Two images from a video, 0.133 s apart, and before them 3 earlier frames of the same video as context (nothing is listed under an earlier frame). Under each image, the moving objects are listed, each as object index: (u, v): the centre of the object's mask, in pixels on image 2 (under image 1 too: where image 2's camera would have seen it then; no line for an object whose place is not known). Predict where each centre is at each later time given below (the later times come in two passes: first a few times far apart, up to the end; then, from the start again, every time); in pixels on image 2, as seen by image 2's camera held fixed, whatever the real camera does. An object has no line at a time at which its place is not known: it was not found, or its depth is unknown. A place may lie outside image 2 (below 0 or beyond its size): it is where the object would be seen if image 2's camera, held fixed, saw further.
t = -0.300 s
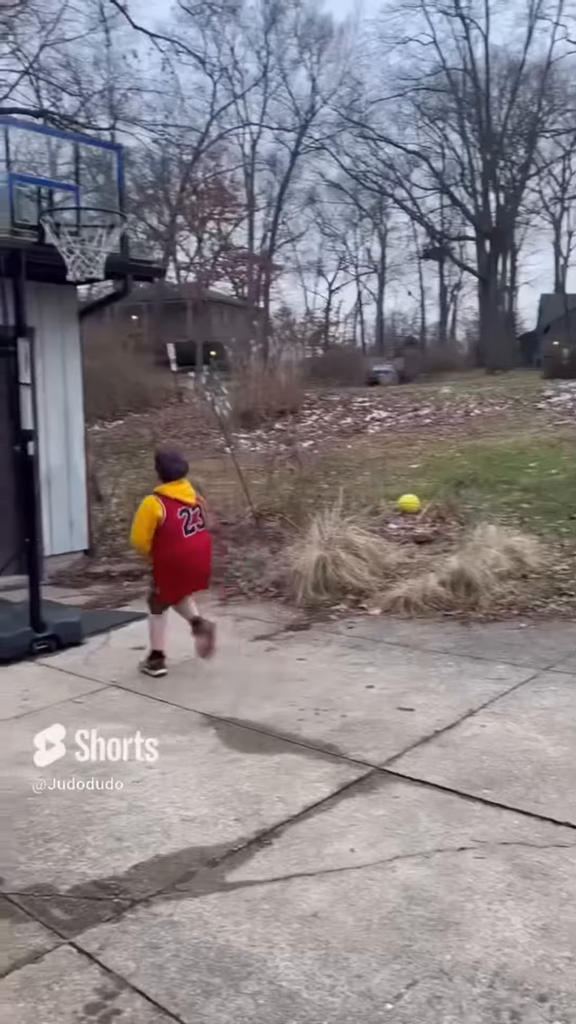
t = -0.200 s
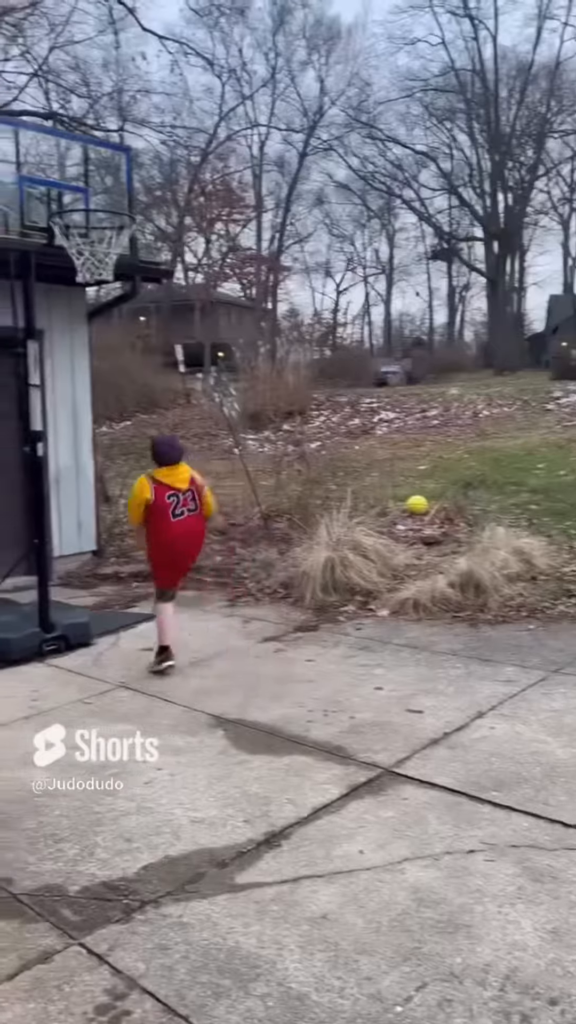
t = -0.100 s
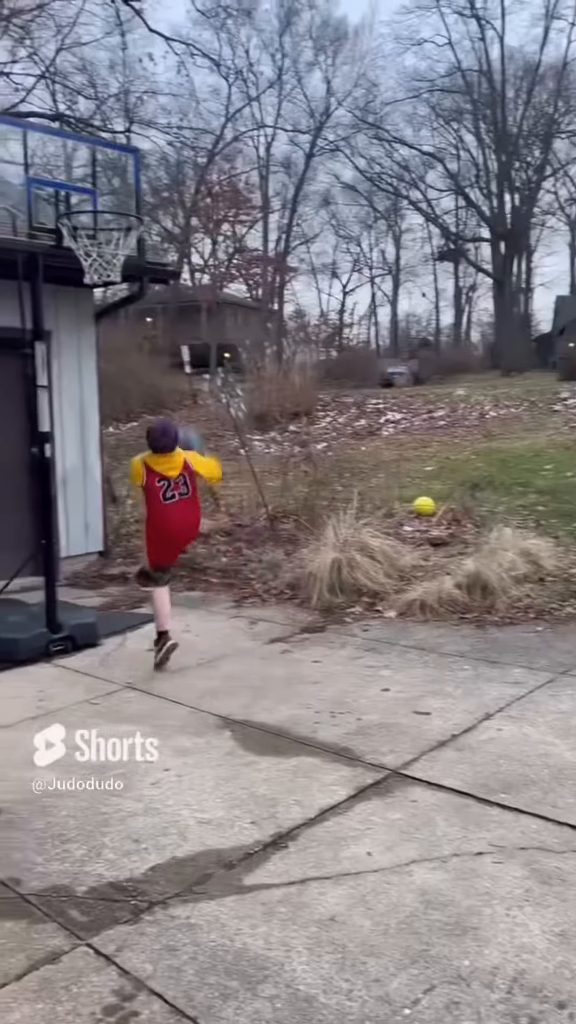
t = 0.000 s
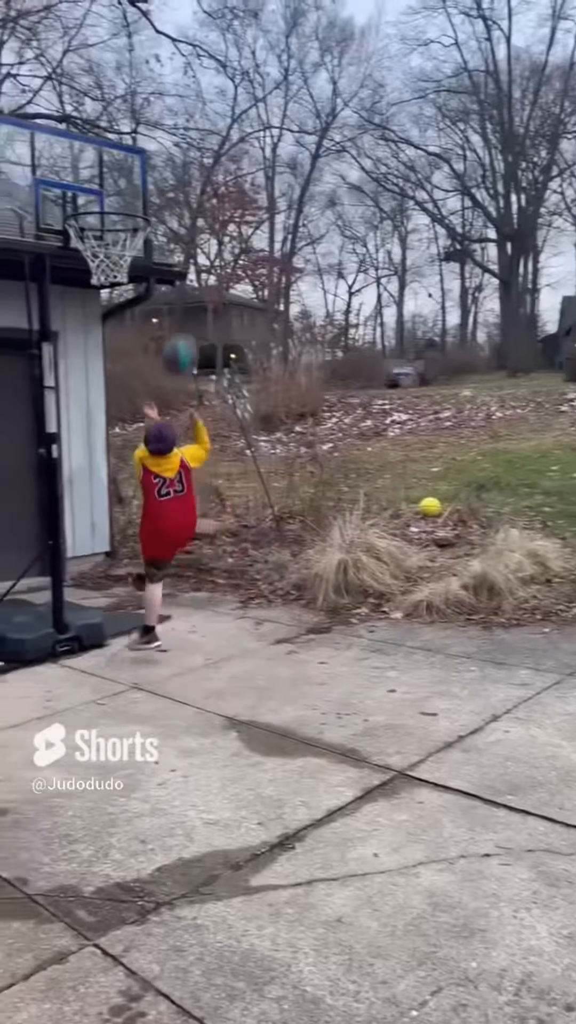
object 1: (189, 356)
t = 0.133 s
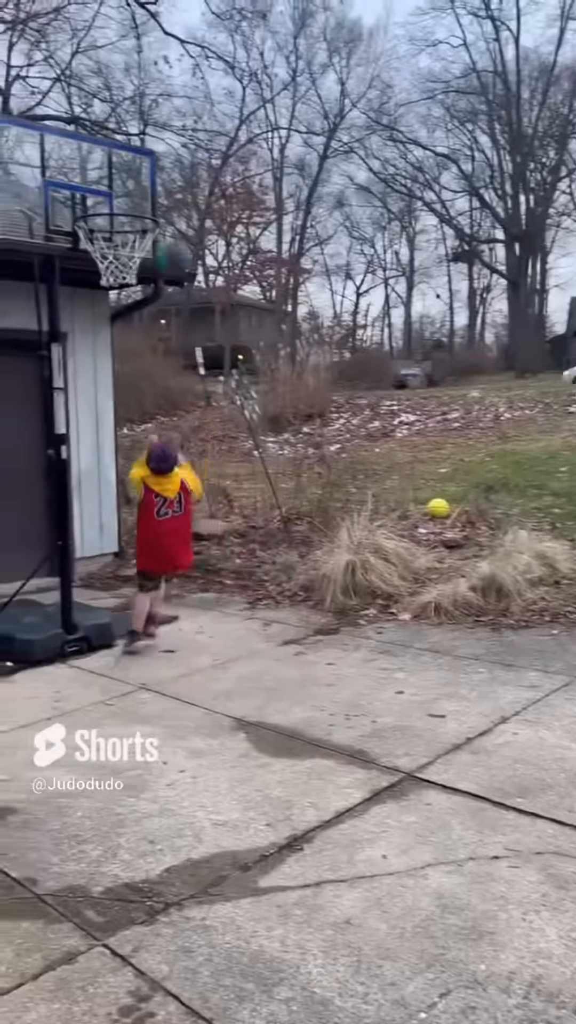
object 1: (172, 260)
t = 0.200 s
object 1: (167, 217)
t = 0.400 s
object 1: (138, 144)
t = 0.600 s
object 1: (114, 136)
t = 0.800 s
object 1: (98, 178)
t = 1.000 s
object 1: (94, 174)
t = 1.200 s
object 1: (93, 185)
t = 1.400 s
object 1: (112, 246)
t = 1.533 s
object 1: (136, 309)
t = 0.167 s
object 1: (172, 238)
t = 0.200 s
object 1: (167, 217)
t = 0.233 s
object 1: (160, 201)
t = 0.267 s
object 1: (155, 185)
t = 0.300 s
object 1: (150, 172)
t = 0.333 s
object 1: (146, 161)
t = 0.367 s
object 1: (143, 152)
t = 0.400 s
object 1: (138, 144)
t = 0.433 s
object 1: (133, 137)
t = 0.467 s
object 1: (129, 133)
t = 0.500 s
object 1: (126, 131)
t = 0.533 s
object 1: (122, 131)
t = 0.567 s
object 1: (119, 132)
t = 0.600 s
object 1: (114, 136)
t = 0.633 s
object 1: (111, 140)
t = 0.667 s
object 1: (108, 145)
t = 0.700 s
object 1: (105, 154)
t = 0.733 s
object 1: (102, 163)
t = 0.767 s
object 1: (101, 170)
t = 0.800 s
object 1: (98, 178)
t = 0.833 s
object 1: (95, 200)
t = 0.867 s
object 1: (94, 202)
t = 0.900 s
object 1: (95, 196)
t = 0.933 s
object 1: (94, 185)
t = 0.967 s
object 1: (94, 179)
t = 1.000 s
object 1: (94, 174)
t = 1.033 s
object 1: (94, 172)
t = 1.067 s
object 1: (94, 171)
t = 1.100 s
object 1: (94, 171)
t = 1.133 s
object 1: (94, 172)
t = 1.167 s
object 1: (94, 179)
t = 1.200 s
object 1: (93, 185)
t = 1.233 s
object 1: (94, 195)
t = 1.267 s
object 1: (93, 201)
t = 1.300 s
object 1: (97, 217)
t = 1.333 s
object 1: (101, 225)
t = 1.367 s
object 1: (105, 235)
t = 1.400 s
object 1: (112, 246)
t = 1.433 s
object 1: (117, 259)
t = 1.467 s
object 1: (124, 273)
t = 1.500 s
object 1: (129, 293)
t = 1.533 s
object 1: (136, 309)
